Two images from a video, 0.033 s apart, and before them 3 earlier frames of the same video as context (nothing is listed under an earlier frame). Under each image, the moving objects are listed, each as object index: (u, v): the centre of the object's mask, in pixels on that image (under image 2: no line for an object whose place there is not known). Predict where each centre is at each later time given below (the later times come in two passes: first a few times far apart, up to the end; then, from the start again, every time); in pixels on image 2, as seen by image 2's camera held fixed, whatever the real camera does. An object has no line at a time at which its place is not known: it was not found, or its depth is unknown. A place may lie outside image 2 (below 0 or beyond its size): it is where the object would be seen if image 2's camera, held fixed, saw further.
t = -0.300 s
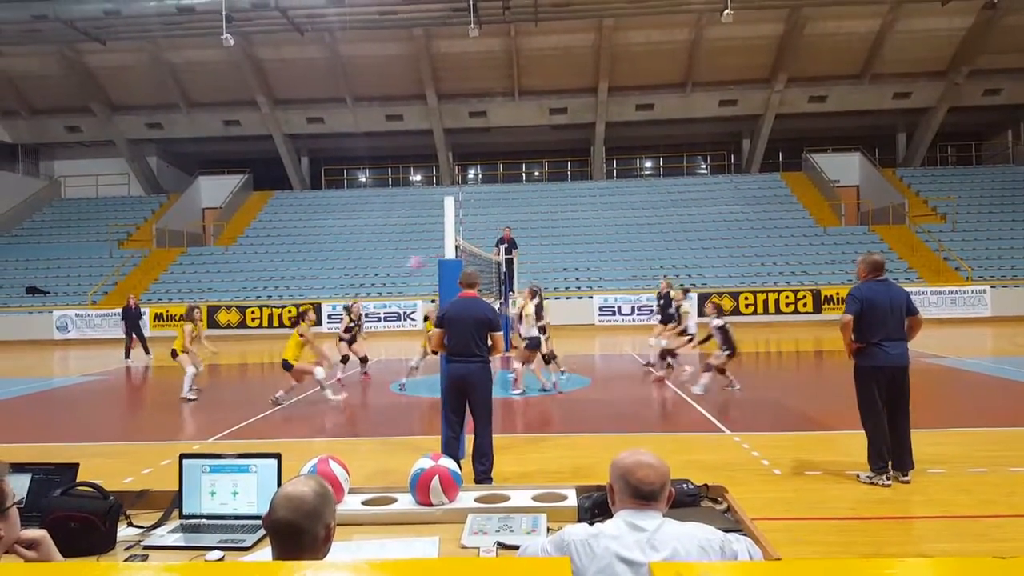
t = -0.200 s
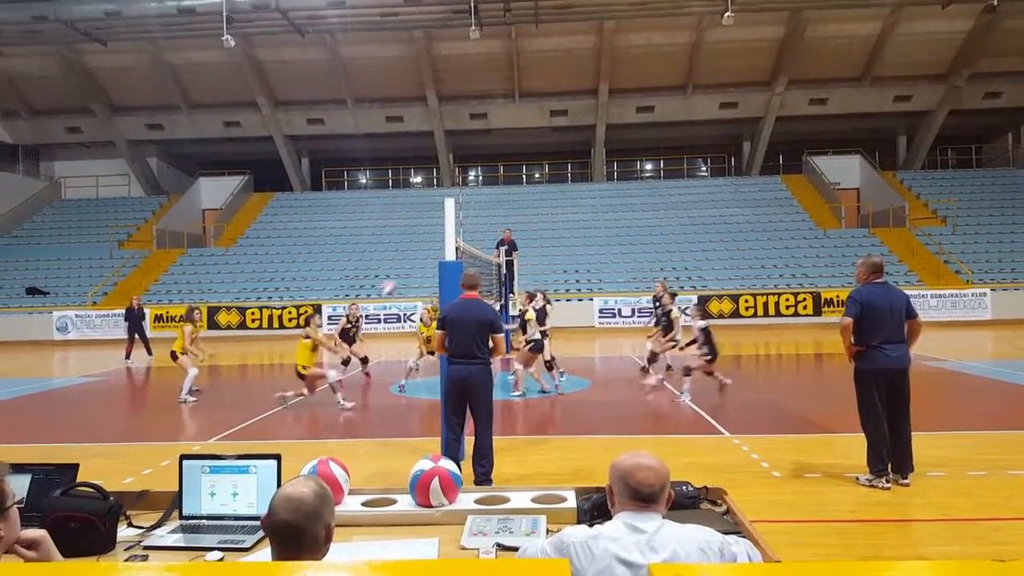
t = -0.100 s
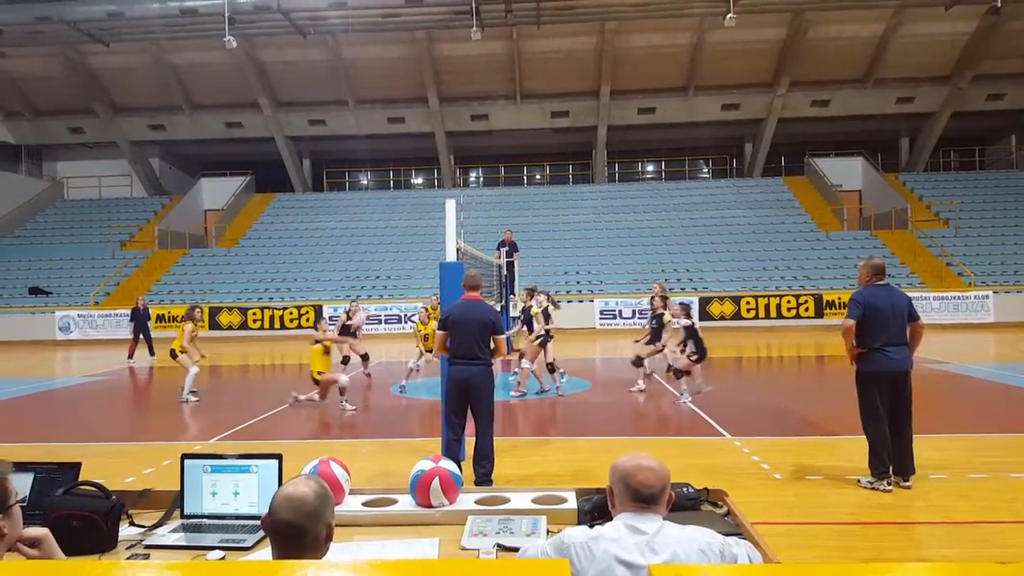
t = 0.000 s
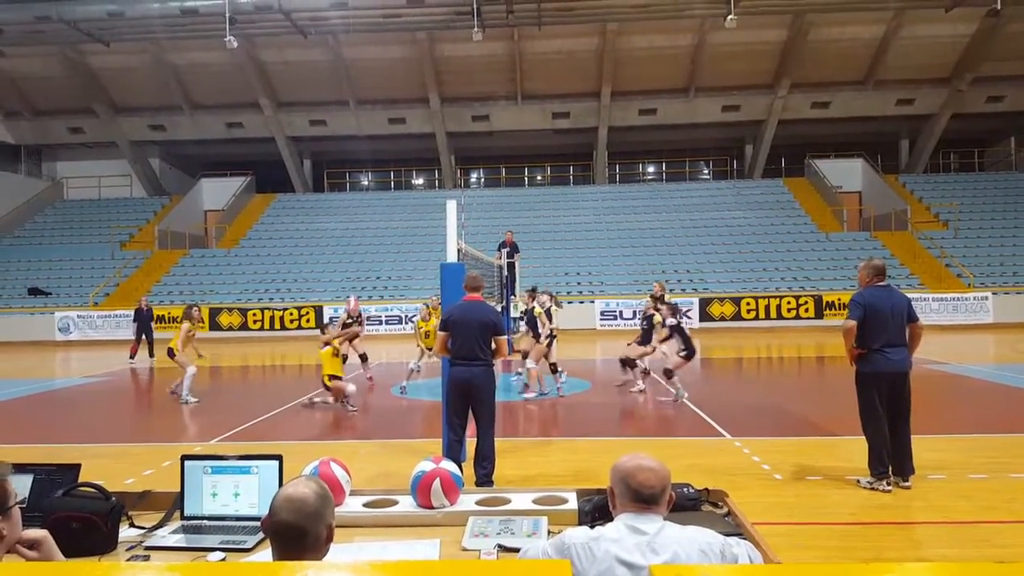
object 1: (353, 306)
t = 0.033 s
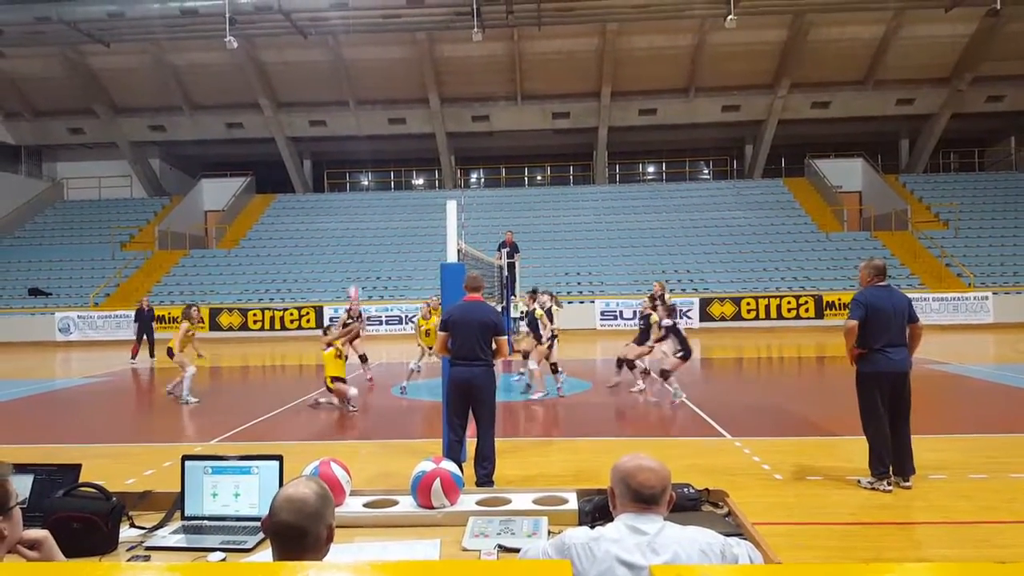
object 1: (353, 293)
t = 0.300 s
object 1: (362, 233)
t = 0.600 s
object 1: (371, 222)
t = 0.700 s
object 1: (373, 230)
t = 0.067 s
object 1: (355, 284)
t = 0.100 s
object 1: (357, 274)
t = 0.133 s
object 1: (358, 266)
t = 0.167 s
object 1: (359, 258)
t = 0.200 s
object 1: (360, 249)
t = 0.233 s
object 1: (359, 245)
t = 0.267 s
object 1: (362, 238)
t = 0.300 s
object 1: (362, 233)
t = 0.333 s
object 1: (363, 229)
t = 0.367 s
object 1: (364, 226)
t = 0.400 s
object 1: (365, 223)
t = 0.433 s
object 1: (366, 221)
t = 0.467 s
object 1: (366, 219)
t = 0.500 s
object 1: (368, 220)
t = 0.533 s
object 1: (368, 220)
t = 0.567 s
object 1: (369, 220)
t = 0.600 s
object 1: (371, 222)
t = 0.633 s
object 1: (372, 224)
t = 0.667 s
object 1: (373, 228)
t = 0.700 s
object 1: (373, 230)
